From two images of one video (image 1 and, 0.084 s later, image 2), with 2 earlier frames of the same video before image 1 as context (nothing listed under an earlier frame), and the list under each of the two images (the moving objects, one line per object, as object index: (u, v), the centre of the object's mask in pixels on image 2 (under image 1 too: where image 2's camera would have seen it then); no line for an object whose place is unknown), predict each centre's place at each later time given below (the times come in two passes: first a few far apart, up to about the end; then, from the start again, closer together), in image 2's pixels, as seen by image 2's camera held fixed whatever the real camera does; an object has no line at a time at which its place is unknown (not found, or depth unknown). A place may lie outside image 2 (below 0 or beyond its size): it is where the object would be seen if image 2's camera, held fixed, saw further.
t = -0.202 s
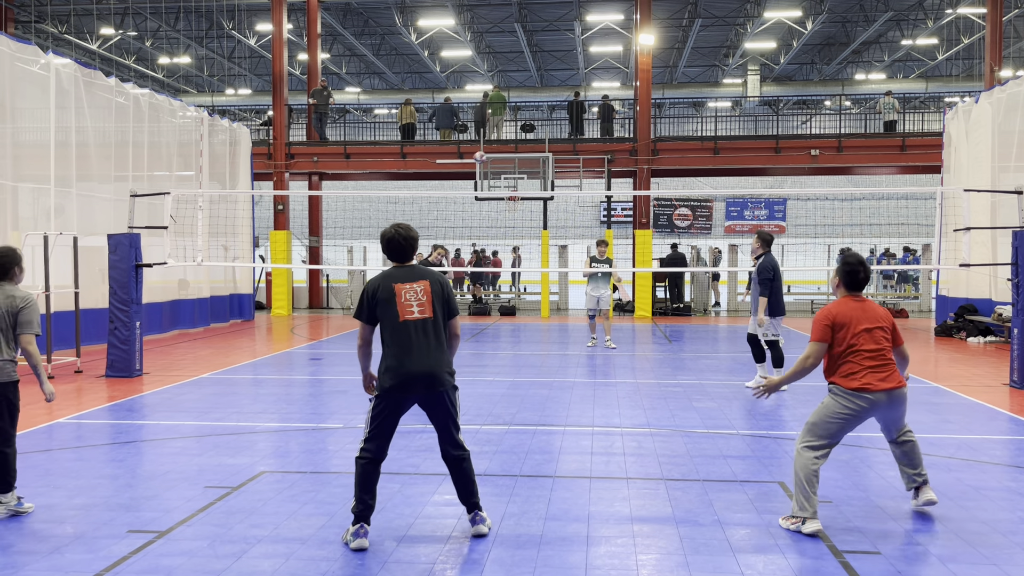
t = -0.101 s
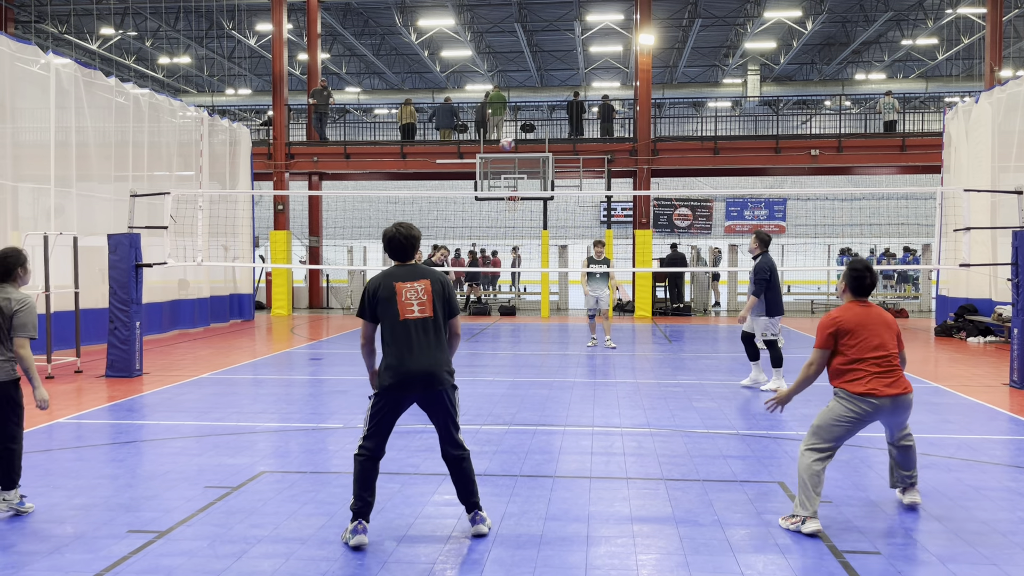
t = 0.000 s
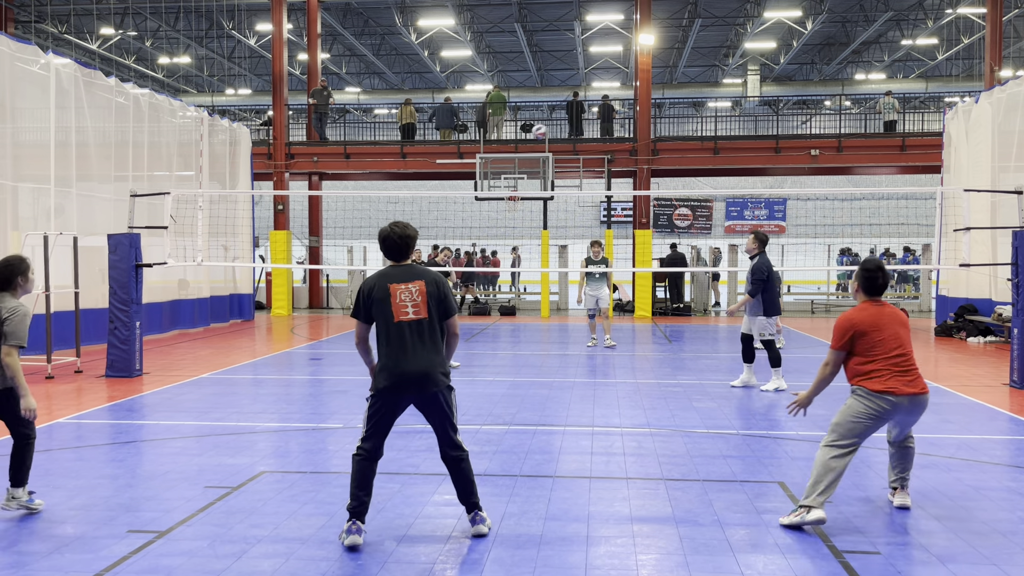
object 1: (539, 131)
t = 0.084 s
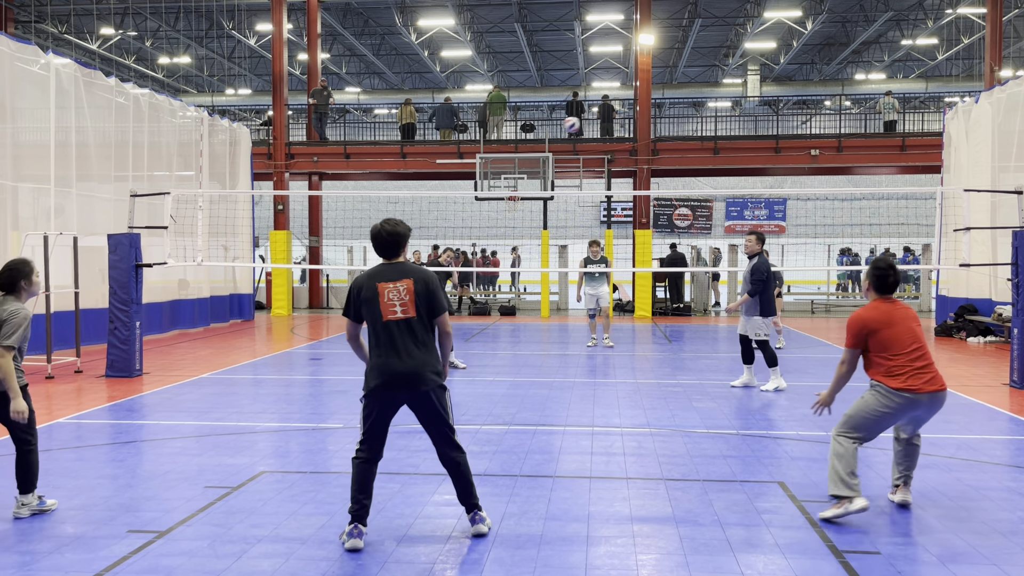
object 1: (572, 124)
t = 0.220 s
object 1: (636, 122)
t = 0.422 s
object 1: (772, 147)
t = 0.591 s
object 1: (948, 213)
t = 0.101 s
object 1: (578, 124)
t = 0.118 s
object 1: (585, 123)
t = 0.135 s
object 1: (594, 122)
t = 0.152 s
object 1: (602, 121)
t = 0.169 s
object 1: (609, 121)
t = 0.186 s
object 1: (617, 120)
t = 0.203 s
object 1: (627, 121)
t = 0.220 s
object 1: (636, 122)
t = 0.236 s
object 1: (645, 122)
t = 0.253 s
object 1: (654, 122)
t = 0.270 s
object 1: (666, 121)
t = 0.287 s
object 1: (676, 123)
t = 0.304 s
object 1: (686, 125)
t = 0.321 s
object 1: (697, 127)
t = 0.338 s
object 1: (708, 129)
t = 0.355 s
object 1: (721, 132)
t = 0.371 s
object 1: (733, 136)
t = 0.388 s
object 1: (745, 139)
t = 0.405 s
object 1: (758, 143)
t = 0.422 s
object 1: (772, 147)
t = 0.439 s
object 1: (787, 151)
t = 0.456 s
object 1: (802, 156)
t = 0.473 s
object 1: (817, 160)
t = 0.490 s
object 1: (833, 166)
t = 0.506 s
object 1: (850, 173)
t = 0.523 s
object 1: (867, 179)
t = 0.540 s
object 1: (885, 188)
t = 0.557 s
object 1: (906, 196)
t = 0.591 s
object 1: (948, 213)
